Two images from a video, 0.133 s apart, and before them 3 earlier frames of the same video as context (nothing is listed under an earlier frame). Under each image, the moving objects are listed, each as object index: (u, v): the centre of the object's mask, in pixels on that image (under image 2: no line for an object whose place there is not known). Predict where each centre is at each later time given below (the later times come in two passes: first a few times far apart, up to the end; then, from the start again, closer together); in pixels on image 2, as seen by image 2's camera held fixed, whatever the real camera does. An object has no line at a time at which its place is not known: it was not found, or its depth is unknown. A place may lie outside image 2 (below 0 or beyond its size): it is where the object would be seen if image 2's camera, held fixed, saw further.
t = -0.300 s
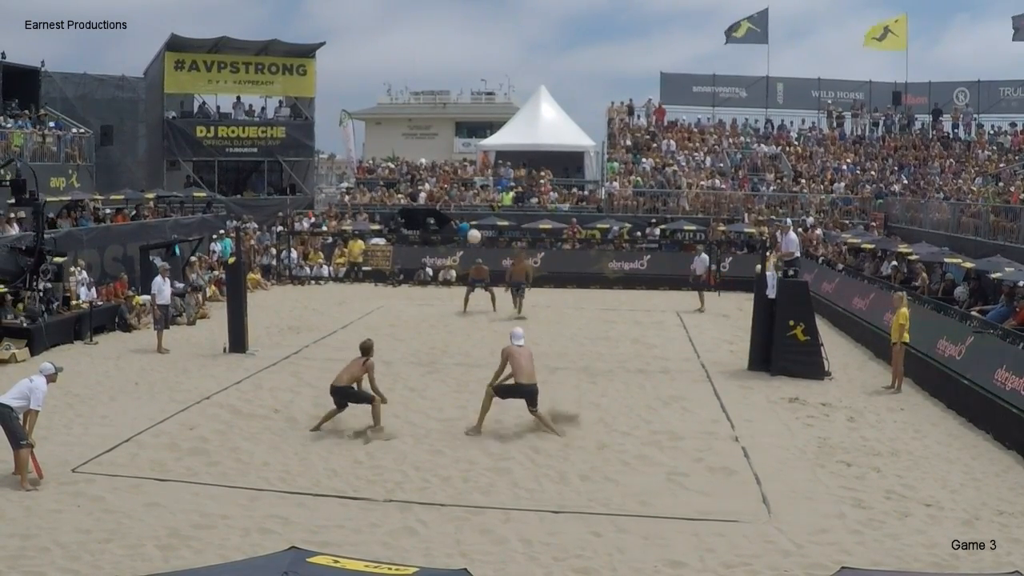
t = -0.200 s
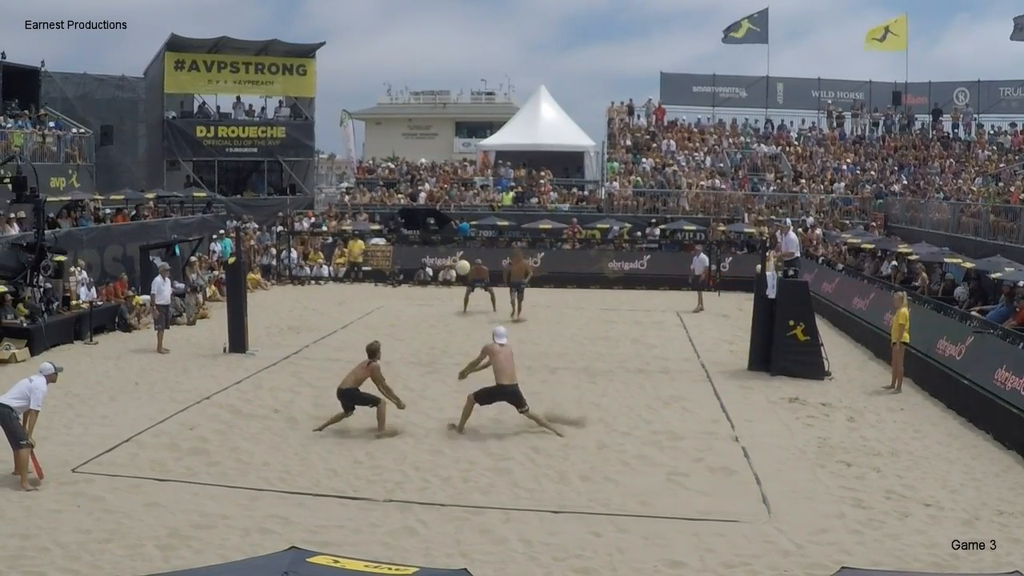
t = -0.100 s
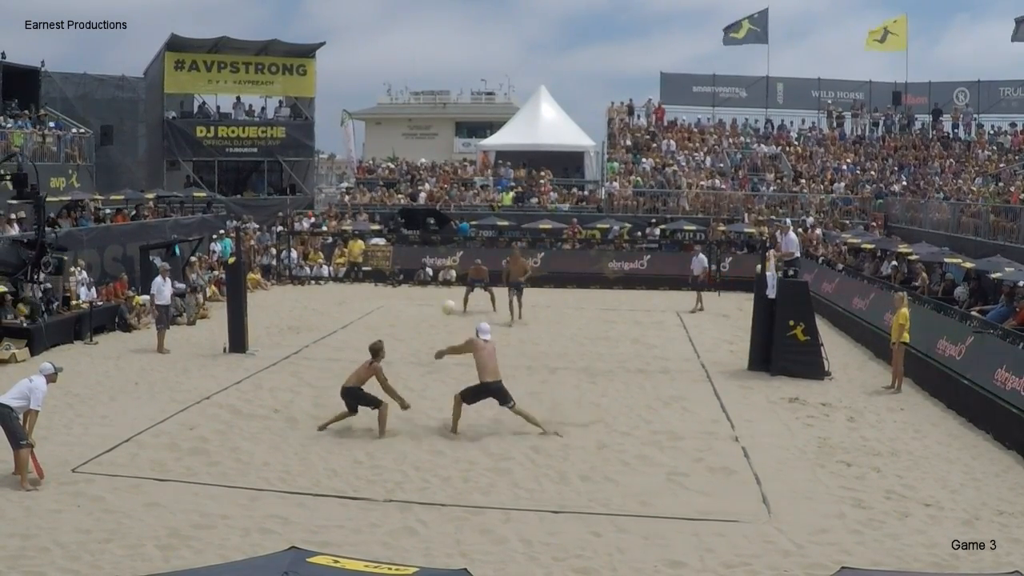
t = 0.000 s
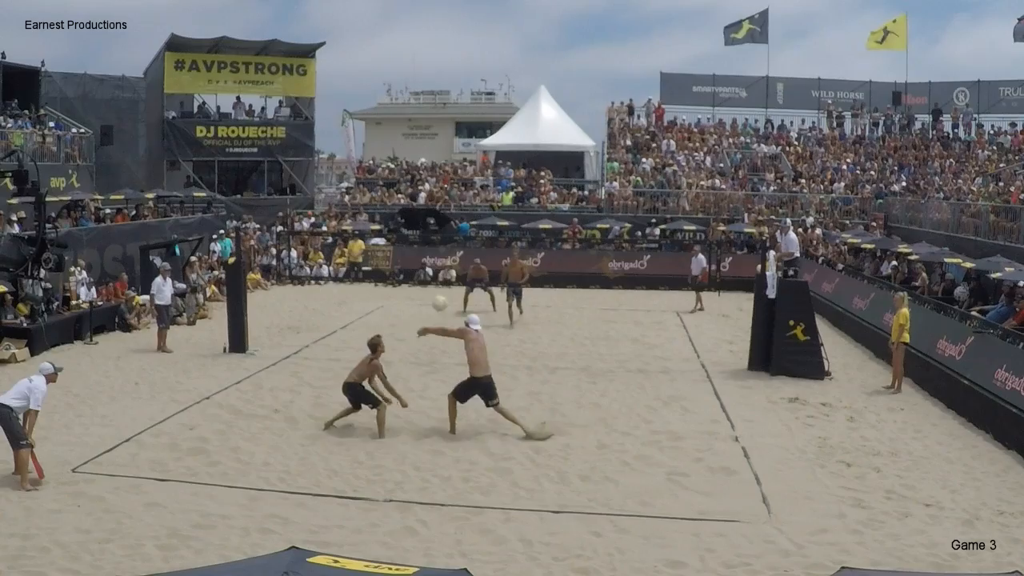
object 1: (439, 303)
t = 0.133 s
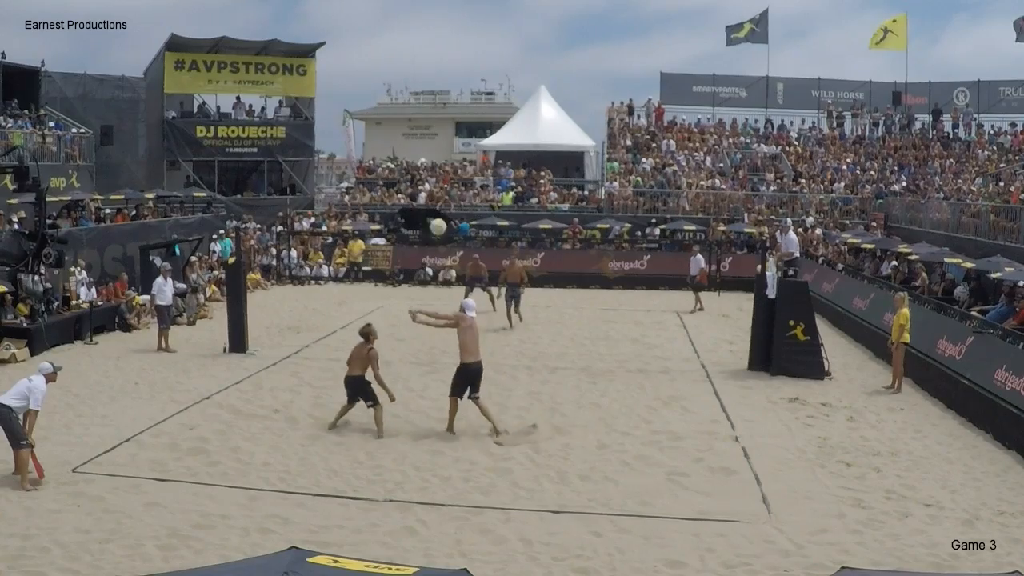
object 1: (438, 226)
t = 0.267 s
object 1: (438, 164)
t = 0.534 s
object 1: (436, 81)
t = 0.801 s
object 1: (435, 51)
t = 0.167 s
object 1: (437, 210)
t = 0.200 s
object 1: (438, 194)
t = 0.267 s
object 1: (438, 164)
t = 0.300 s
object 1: (438, 148)
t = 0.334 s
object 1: (438, 136)
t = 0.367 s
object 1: (437, 126)
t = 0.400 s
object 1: (437, 115)
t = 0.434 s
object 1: (437, 104)
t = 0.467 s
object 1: (437, 95)
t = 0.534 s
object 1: (436, 81)
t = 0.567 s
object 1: (436, 75)
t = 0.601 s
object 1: (436, 69)
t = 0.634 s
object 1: (435, 64)
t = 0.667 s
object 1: (435, 60)
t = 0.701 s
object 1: (435, 57)
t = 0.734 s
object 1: (435, 54)
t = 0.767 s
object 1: (435, 53)
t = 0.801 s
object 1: (435, 51)
